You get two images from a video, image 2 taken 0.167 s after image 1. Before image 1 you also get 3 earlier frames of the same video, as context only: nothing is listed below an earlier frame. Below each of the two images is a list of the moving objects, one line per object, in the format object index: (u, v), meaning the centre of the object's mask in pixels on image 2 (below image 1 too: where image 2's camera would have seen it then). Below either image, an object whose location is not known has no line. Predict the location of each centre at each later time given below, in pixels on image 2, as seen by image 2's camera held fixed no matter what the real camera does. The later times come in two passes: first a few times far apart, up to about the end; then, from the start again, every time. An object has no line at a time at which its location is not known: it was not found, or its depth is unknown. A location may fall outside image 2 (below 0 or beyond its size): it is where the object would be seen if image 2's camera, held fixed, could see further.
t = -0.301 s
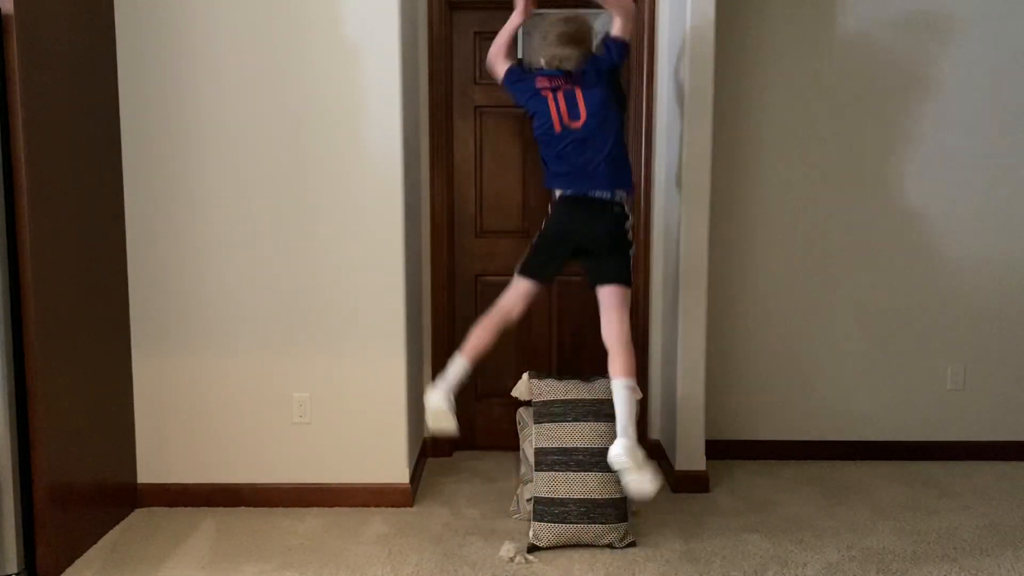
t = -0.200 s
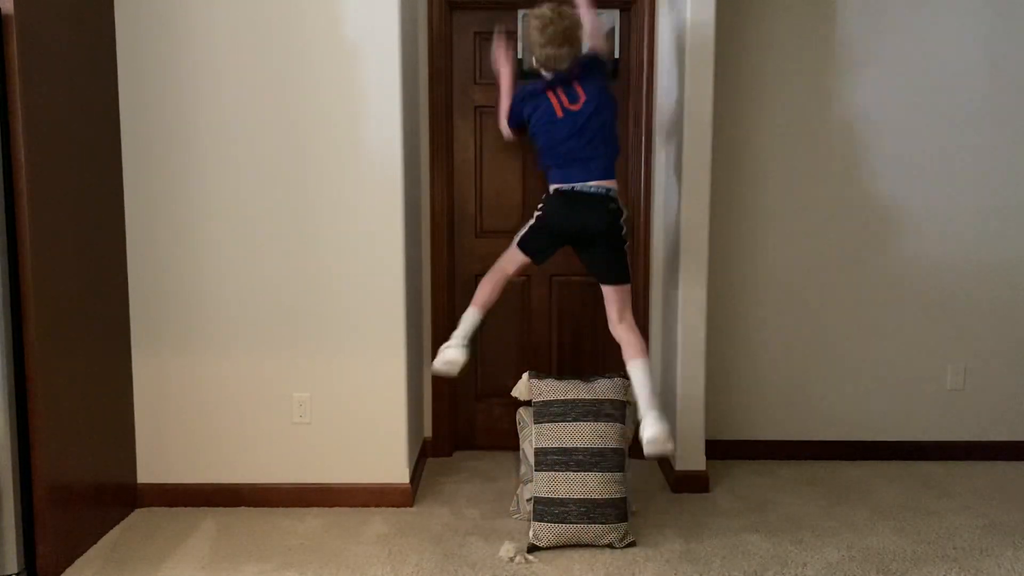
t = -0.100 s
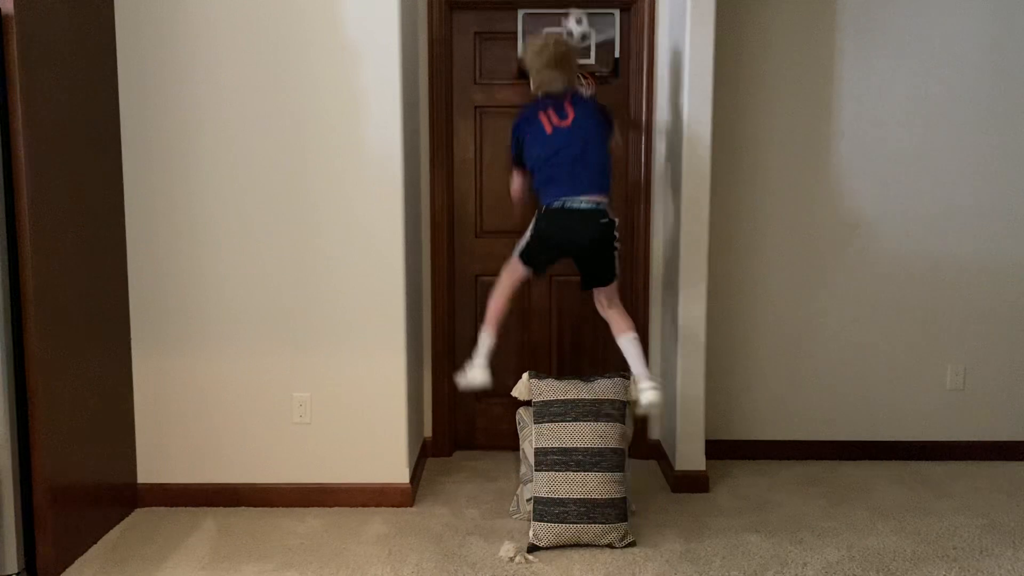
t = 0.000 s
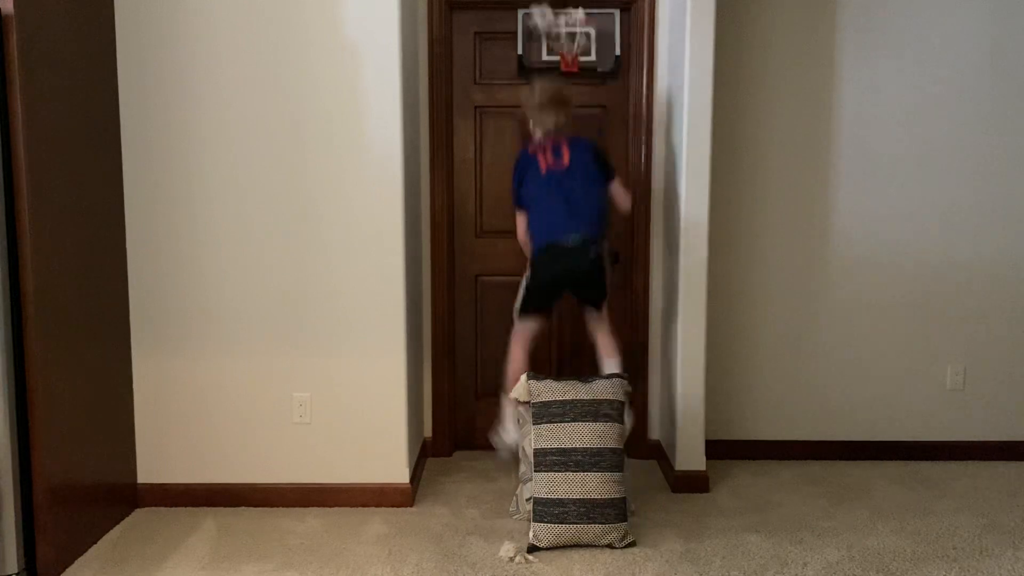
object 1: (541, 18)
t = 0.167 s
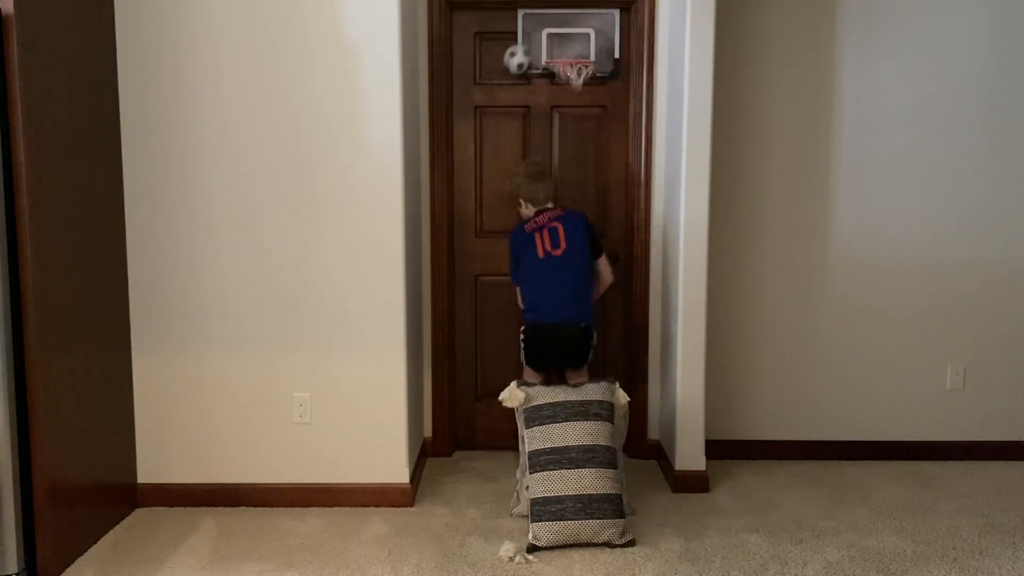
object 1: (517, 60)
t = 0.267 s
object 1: (502, 90)
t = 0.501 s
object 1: (465, 254)
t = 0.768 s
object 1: (431, 419)
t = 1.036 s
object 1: (439, 340)
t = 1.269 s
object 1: (450, 408)
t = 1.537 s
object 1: (450, 433)
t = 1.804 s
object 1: (439, 481)
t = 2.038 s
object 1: (434, 479)
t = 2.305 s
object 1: (430, 494)
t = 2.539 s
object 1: (432, 495)
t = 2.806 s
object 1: (430, 494)
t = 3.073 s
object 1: (430, 494)
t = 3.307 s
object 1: (430, 494)
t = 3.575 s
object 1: (430, 494)
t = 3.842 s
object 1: (430, 494)
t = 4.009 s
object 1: (430, 494)
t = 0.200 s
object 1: (511, 68)
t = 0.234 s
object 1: (507, 78)
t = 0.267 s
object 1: (502, 90)
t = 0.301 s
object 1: (497, 105)
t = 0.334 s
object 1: (491, 124)
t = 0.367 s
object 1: (486, 144)
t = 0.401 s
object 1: (481, 169)
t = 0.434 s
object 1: (475, 194)
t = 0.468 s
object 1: (470, 222)
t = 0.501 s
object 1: (465, 254)
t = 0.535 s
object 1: (460, 289)
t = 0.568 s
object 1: (455, 324)
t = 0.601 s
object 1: (450, 363)
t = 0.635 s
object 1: (446, 403)
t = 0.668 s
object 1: (440, 448)
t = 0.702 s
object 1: (435, 464)
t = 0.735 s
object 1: (434, 442)
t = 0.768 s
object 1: (431, 419)
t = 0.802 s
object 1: (429, 399)
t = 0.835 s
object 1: (430, 383)
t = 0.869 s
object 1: (432, 368)
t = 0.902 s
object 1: (433, 359)
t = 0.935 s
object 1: (434, 350)
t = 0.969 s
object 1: (436, 343)
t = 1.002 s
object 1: (438, 341)
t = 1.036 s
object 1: (439, 340)
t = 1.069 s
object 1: (441, 342)
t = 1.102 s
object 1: (443, 347)
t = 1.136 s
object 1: (445, 354)
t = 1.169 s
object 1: (446, 364)
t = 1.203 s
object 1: (447, 376)
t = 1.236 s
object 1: (449, 391)
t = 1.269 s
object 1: (450, 408)
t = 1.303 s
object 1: (452, 429)
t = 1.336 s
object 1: (453, 451)
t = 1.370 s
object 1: (456, 473)
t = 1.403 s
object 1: (455, 470)
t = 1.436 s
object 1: (453, 457)
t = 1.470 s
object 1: (452, 447)
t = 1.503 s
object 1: (451, 439)
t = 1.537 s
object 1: (450, 433)
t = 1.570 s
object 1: (449, 430)
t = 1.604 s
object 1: (447, 429)
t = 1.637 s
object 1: (446, 431)
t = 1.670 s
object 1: (445, 436)
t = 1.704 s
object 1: (443, 443)
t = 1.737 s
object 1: (441, 453)
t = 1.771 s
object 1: (440, 466)
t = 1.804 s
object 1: (439, 481)
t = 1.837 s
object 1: (437, 487)
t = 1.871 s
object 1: (437, 479)
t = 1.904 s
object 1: (437, 473)
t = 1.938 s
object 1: (436, 470)
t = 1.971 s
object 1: (435, 470)
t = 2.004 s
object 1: (434, 473)
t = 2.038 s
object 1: (434, 479)
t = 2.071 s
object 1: (433, 487)
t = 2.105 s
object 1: (433, 492)
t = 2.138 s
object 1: (431, 489)
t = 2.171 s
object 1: (429, 487)
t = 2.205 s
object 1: (428, 488)
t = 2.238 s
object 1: (428, 491)
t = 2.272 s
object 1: (430, 495)
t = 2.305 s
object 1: (430, 494)
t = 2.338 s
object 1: (431, 495)
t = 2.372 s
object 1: (431, 495)
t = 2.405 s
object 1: (432, 495)
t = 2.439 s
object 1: (432, 495)
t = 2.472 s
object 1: (432, 495)
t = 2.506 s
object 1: (432, 495)
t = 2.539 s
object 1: (432, 495)
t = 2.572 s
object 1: (432, 494)
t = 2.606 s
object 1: (432, 494)
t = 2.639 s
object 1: (431, 494)
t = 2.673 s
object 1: (431, 494)
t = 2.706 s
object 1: (431, 494)
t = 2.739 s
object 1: (430, 494)
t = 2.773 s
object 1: (430, 494)
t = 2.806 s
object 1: (430, 494)
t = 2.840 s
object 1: (430, 494)
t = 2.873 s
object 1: (430, 494)
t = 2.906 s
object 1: (430, 494)
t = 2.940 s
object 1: (430, 494)
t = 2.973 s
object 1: (430, 494)
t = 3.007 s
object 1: (430, 494)
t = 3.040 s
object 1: (430, 494)
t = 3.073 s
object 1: (430, 494)
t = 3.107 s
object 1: (430, 494)
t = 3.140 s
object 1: (430, 494)
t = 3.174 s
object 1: (430, 494)
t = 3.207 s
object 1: (430, 494)
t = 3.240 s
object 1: (430, 494)
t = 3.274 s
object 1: (430, 494)
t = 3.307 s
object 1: (430, 494)
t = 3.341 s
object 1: (430, 494)
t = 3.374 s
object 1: (430, 494)
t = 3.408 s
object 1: (430, 494)
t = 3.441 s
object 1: (430, 494)
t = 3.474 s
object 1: (430, 494)
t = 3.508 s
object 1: (430, 494)
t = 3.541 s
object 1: (430, 494)
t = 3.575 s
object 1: (430, 494)
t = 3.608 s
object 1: (430, 494)
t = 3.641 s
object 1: (430, 494)
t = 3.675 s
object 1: (430, 494)
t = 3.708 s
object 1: (430, 494)
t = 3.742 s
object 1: (430, 494)
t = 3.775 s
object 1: (430, 494)
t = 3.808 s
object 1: (430, 494)
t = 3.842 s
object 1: (430, 494)
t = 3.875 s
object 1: (430, 494)
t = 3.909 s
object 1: (430, 494)
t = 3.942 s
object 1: (430, 494)
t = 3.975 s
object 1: (430, 494)
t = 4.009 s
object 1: (430, 494)
